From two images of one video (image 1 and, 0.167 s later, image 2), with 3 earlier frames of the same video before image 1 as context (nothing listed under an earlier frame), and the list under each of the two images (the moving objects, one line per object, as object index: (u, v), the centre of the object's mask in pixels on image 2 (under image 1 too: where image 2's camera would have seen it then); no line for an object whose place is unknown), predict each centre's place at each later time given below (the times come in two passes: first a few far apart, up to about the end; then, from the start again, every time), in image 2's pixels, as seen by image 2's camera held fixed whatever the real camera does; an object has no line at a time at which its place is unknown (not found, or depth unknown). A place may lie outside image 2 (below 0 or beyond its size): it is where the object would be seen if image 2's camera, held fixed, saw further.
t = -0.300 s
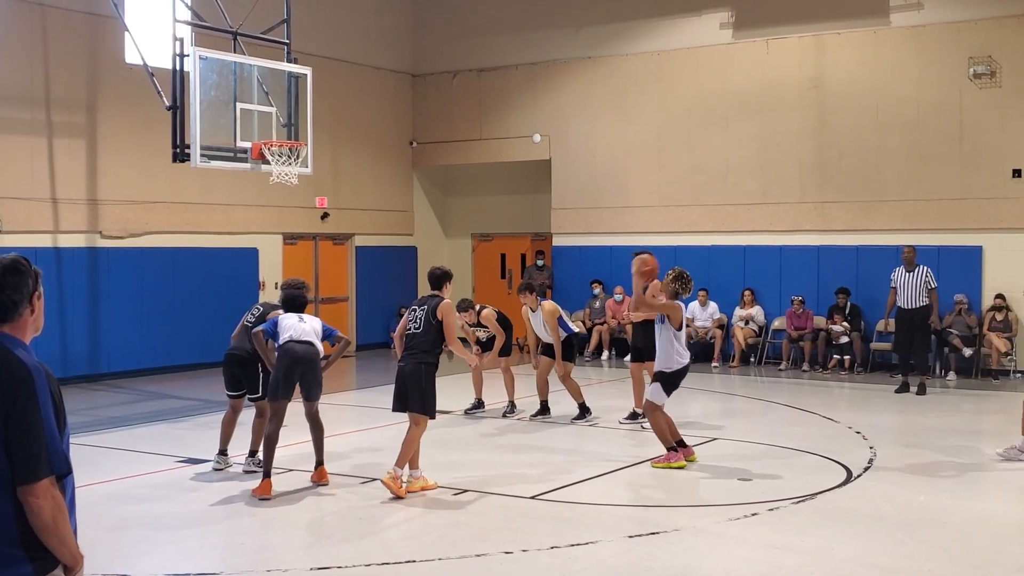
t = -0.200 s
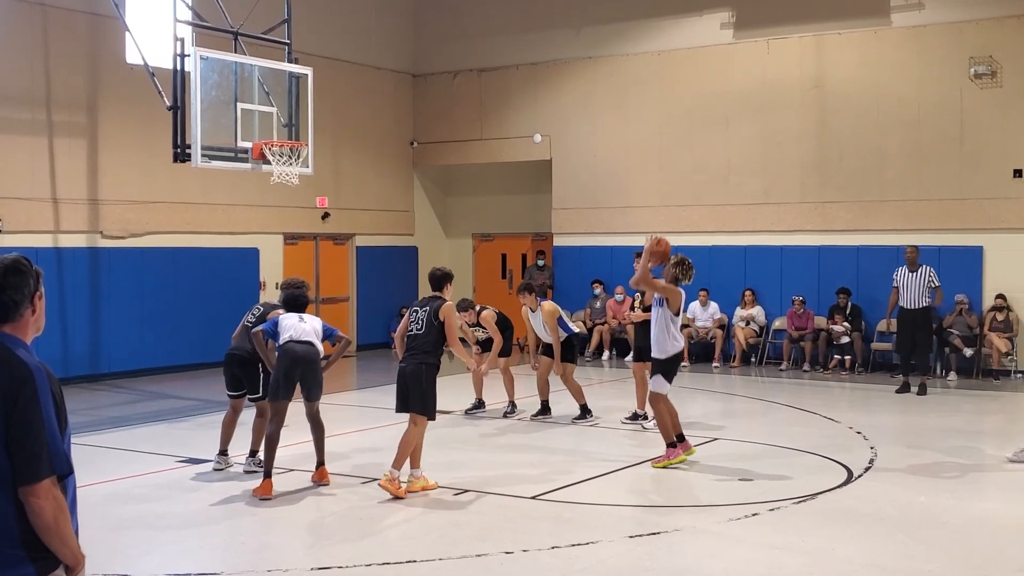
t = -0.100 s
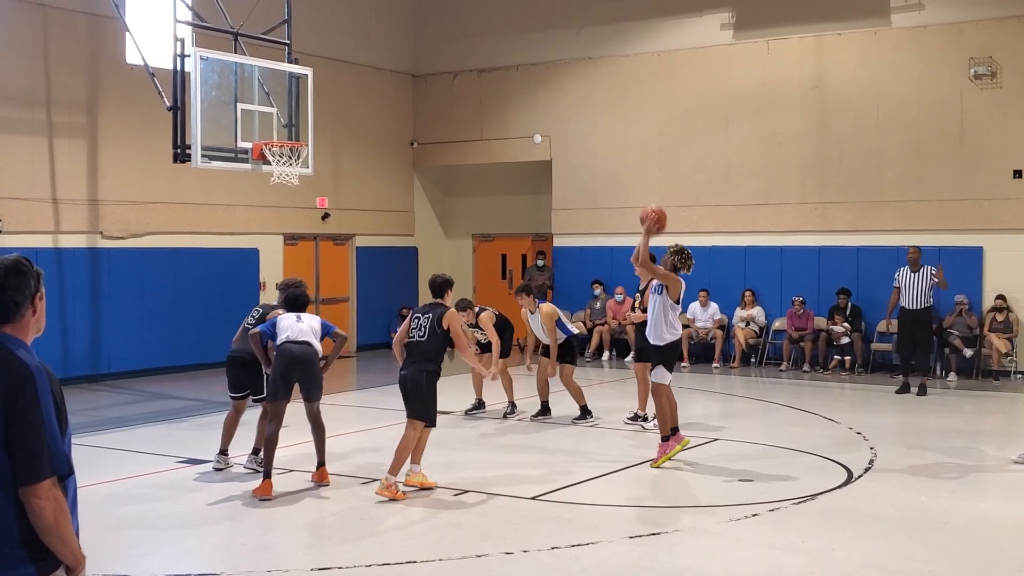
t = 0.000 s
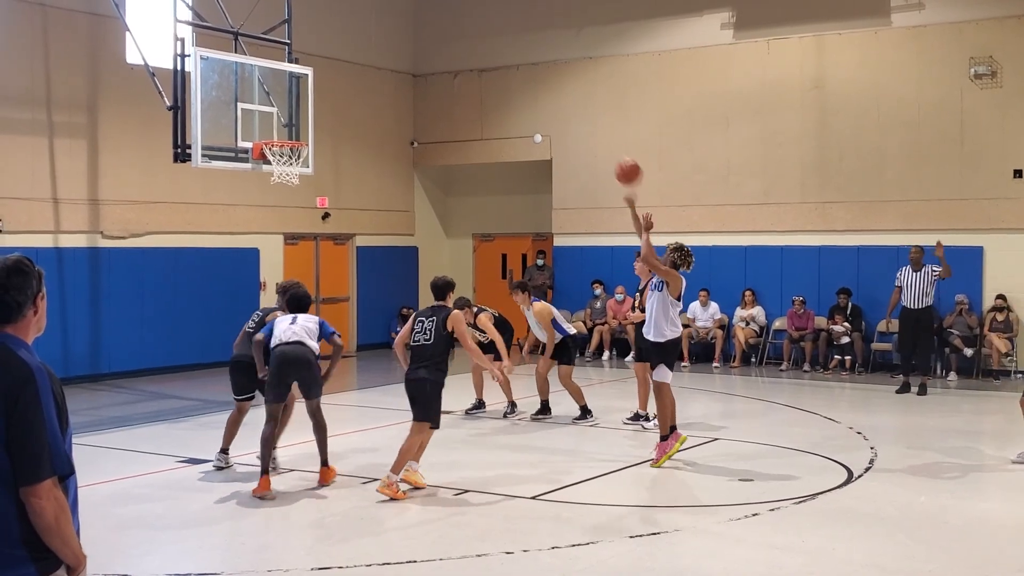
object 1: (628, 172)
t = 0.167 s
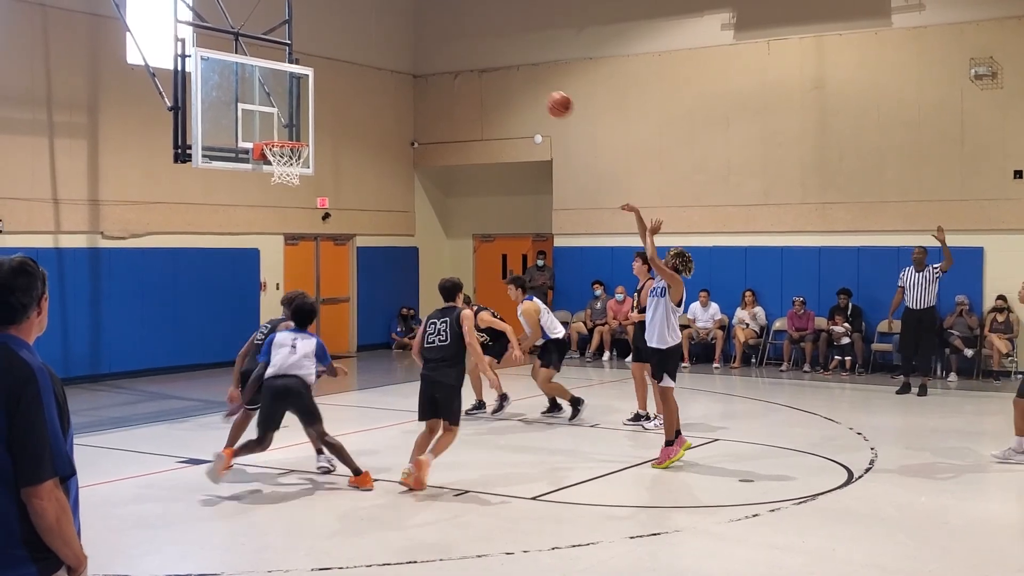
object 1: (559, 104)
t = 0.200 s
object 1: (546, 95)
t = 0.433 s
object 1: (458, 61)
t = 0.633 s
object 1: (390, 74)
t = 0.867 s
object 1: (317, 132)
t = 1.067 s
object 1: (366, 119)
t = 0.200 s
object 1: (546, 95)
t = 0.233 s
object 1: (532, 86)
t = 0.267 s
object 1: (520, 79)
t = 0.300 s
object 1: (507, 73)
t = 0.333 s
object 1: (494, 68)
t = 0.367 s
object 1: (482, 65)
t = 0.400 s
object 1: (470, 63)
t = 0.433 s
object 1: (458, 61)
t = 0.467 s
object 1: (446, 61)
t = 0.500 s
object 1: (435, 61)
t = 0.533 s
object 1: (423, 63)
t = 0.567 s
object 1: (412, 65)
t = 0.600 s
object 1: (401, 68)
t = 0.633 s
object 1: (390, 74)
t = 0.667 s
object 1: (379, 79)
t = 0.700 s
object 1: (368, 86)
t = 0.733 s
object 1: (358, 93)
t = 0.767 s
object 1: (347, 101)
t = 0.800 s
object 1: (337, 111)
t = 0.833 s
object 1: (326, 121)
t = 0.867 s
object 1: (317, 132)
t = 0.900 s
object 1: (318, 135)
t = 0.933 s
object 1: (327, 130)
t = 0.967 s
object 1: (337, 126)
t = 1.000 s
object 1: (346, 123)
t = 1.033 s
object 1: (357, 121)
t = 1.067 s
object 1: (366, 119)
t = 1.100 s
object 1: (376, 119)
